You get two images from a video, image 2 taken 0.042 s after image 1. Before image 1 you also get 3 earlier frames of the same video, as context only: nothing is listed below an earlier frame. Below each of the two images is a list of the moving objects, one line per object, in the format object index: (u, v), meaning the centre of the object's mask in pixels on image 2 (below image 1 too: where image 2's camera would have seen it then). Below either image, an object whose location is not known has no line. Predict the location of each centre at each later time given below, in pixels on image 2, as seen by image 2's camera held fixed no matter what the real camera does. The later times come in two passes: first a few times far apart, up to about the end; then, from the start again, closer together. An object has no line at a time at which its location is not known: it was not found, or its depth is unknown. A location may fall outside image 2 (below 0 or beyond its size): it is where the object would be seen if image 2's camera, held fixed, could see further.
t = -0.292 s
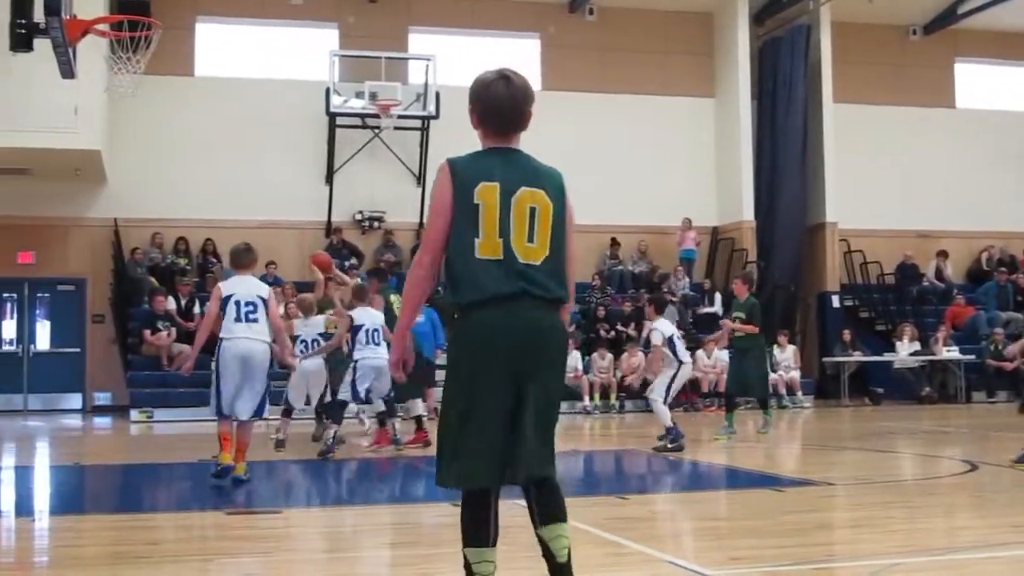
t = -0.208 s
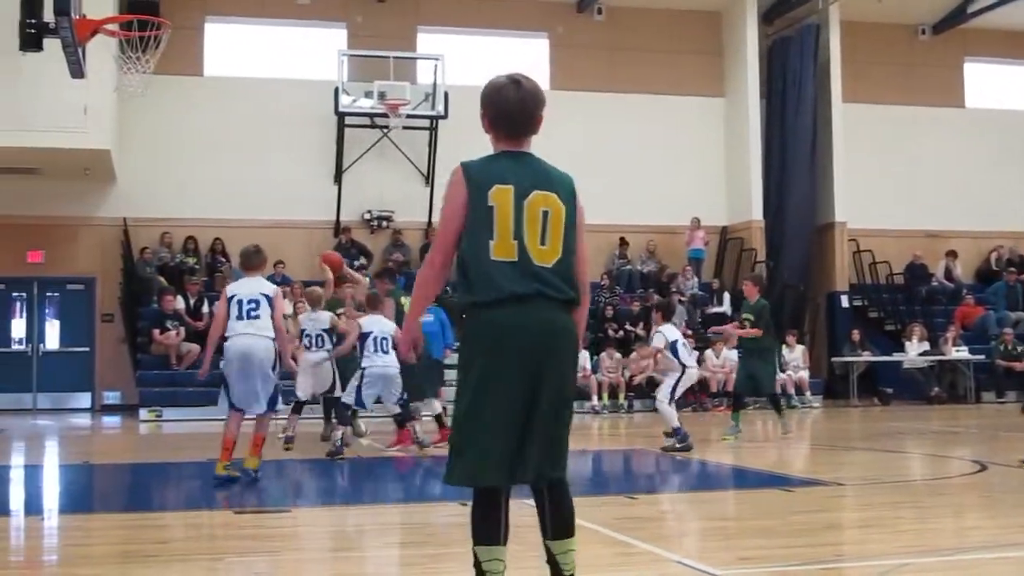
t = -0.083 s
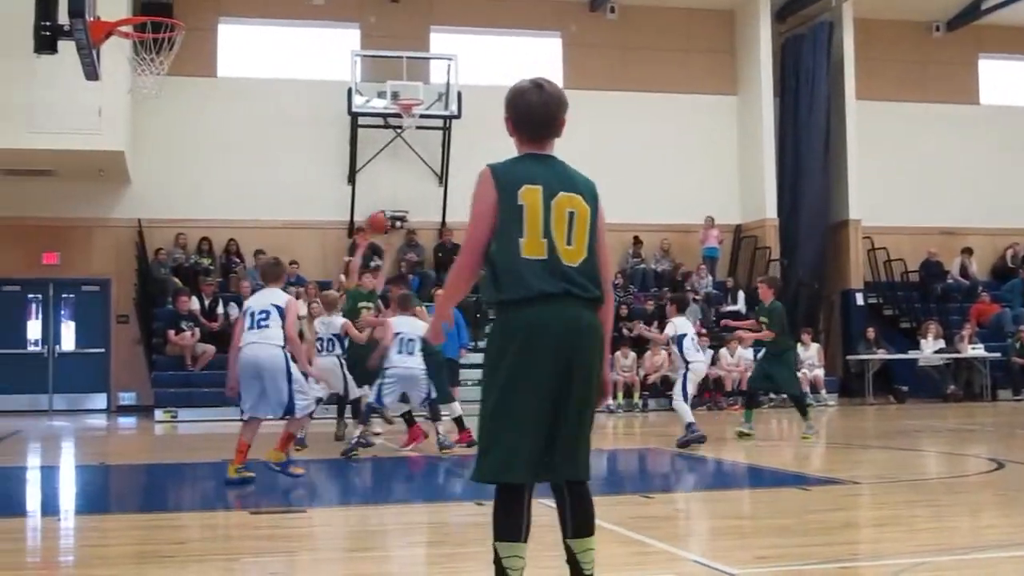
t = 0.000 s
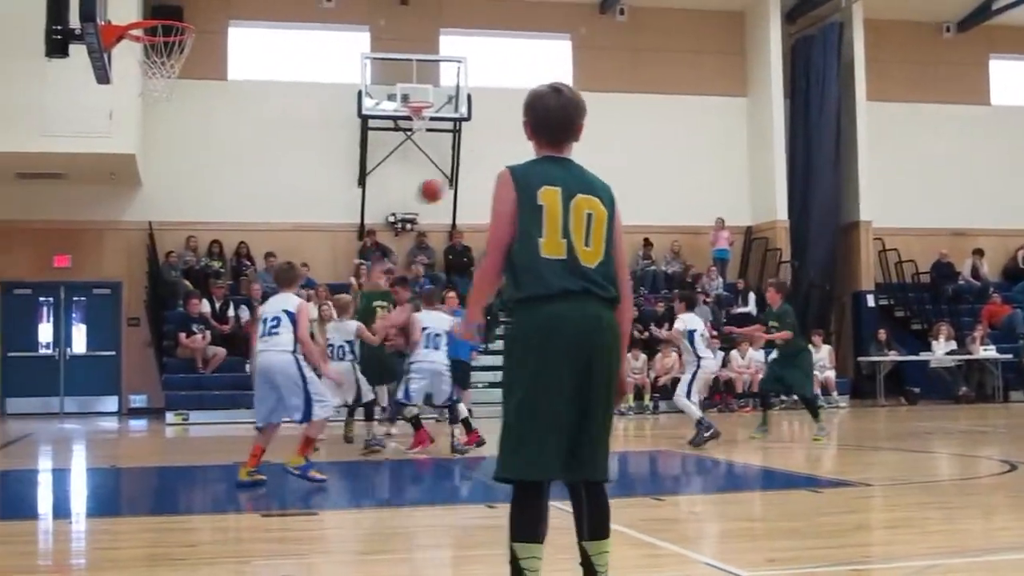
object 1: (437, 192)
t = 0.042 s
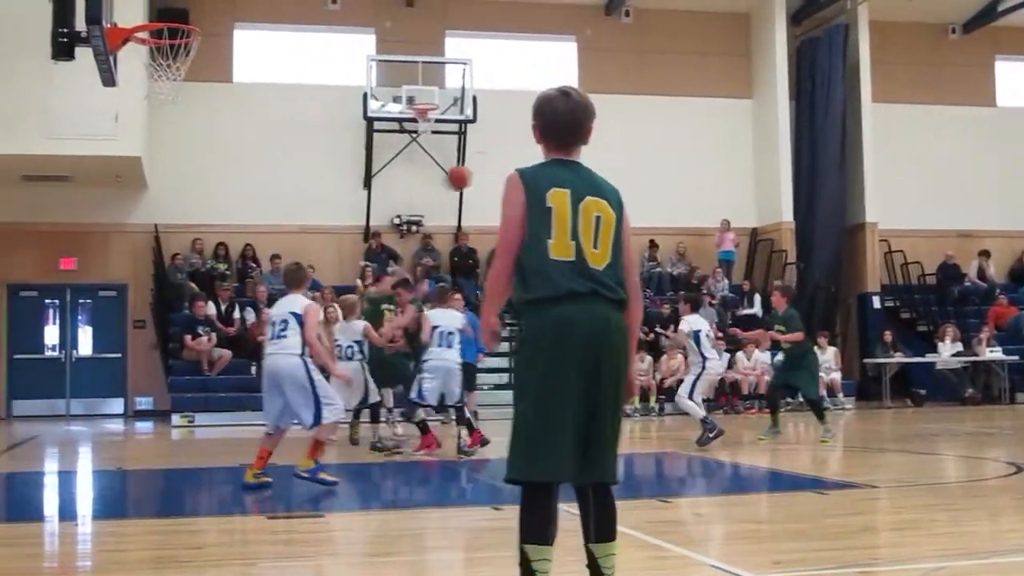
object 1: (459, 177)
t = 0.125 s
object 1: (504, 151)
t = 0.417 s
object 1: (681, 112)
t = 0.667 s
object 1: (854, 154)
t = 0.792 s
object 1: (958, 207)
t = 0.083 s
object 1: (482, 163)
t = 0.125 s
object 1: (504, 151)
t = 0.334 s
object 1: (630, 113)
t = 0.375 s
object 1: (655, 112)
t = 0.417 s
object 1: (681, 112)
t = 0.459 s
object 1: (708, 114)
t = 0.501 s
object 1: (734, 119)
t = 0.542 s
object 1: (763, 125)
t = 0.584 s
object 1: (794, 133)
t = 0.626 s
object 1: (824, 143)
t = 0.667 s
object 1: (854, 154)
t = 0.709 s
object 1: (886, 169)
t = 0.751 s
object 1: (920, 187)
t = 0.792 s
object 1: (958, 207)
